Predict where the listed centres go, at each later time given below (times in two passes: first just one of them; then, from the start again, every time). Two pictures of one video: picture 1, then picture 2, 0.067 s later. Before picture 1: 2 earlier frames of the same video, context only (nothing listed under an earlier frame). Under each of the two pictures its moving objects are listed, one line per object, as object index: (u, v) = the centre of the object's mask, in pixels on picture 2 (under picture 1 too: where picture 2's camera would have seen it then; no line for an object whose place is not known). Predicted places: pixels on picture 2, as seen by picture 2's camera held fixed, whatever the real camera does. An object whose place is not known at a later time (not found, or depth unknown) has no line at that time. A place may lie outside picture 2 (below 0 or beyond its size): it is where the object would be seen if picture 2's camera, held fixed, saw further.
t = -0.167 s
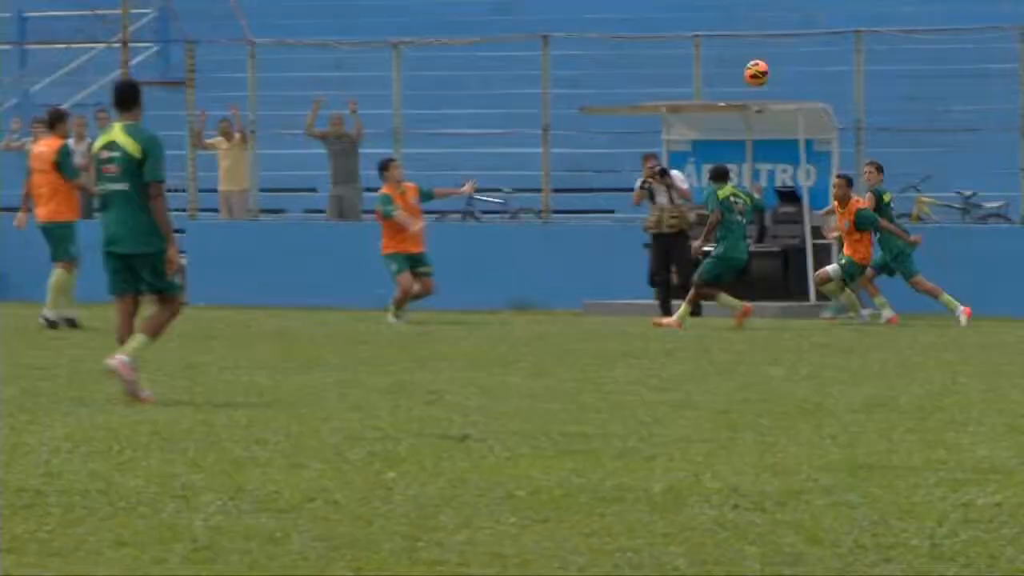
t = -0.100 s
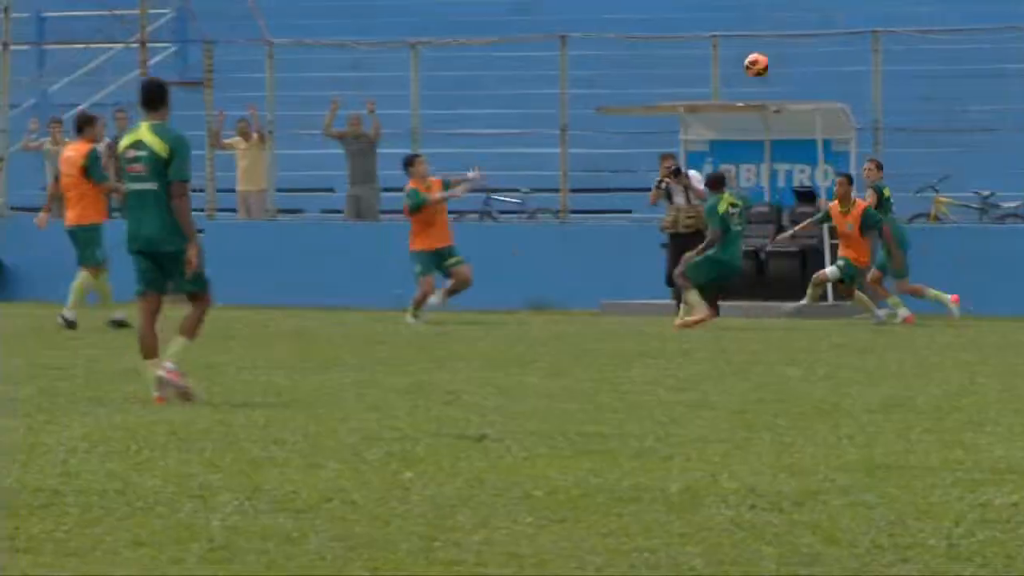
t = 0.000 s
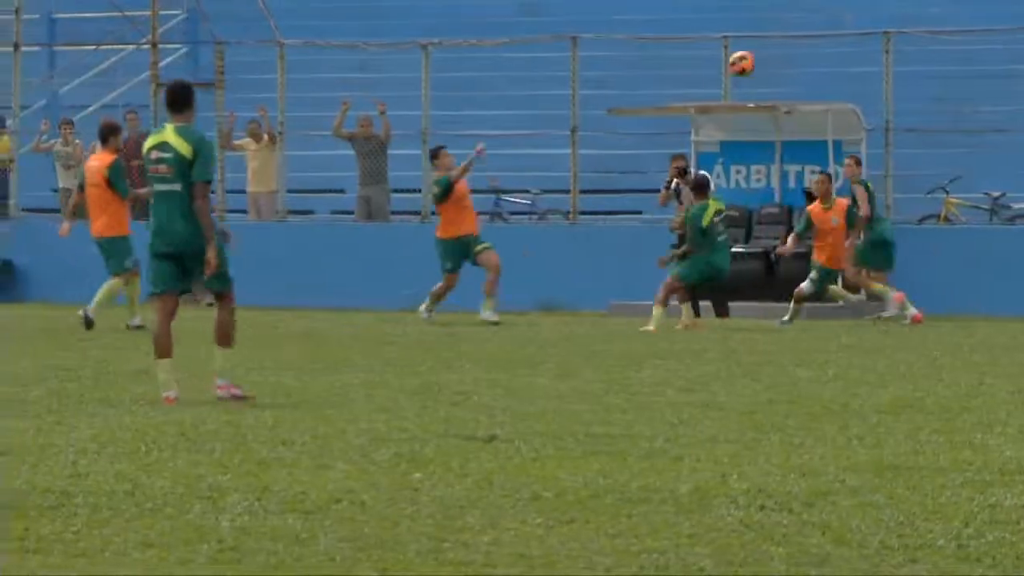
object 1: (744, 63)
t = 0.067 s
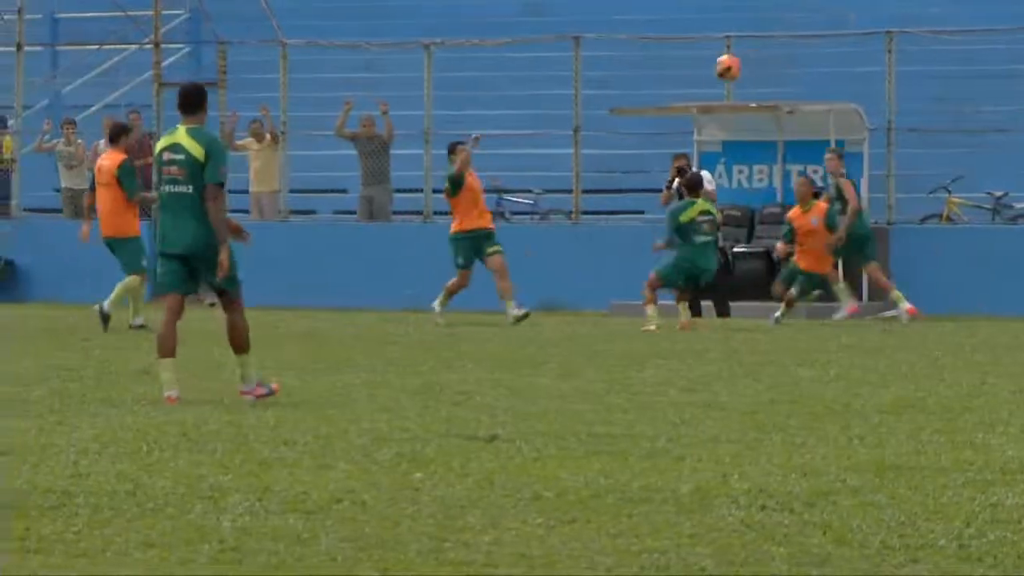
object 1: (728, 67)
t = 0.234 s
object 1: (685, 100)
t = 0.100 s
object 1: (719, 71)
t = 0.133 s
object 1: (709, 77)
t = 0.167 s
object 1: (701, 83)
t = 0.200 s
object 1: (692, 91)
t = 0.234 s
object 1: (685, 100)
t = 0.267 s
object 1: (676, 110)
